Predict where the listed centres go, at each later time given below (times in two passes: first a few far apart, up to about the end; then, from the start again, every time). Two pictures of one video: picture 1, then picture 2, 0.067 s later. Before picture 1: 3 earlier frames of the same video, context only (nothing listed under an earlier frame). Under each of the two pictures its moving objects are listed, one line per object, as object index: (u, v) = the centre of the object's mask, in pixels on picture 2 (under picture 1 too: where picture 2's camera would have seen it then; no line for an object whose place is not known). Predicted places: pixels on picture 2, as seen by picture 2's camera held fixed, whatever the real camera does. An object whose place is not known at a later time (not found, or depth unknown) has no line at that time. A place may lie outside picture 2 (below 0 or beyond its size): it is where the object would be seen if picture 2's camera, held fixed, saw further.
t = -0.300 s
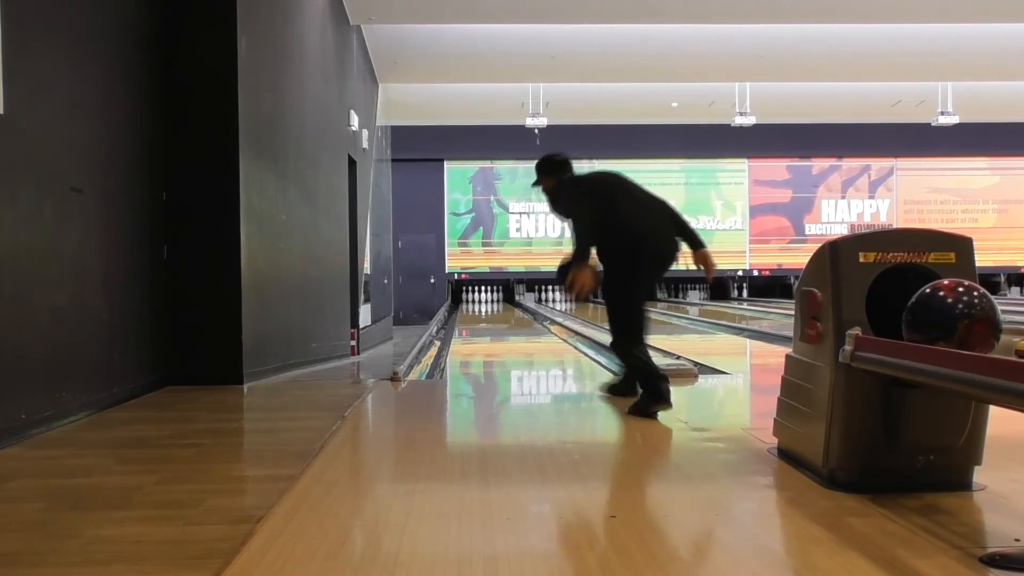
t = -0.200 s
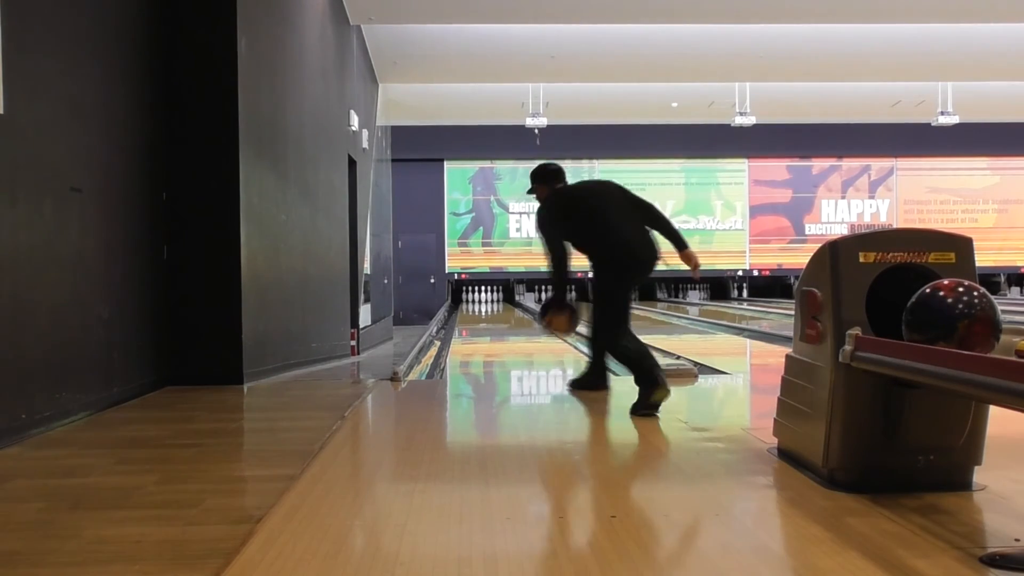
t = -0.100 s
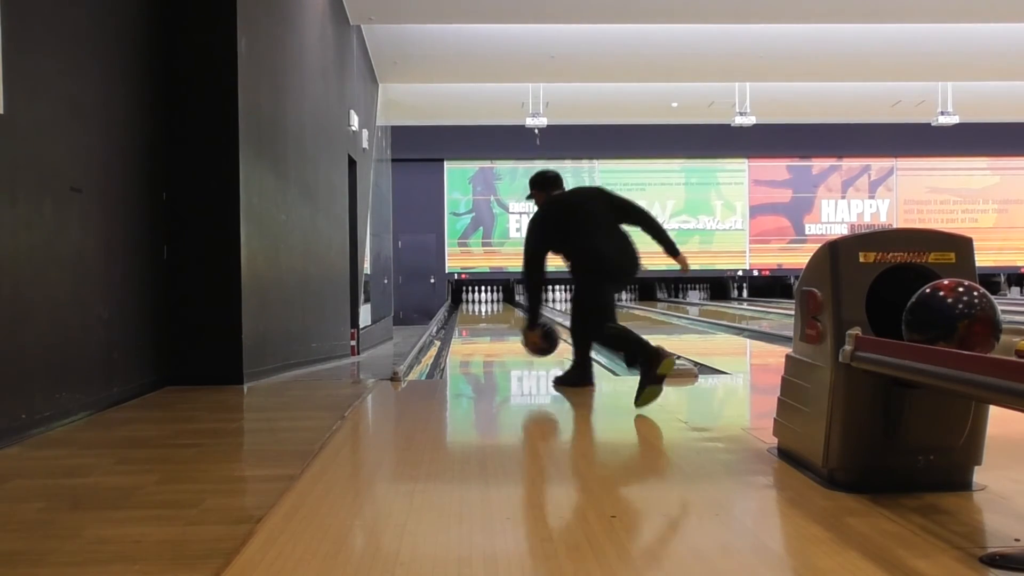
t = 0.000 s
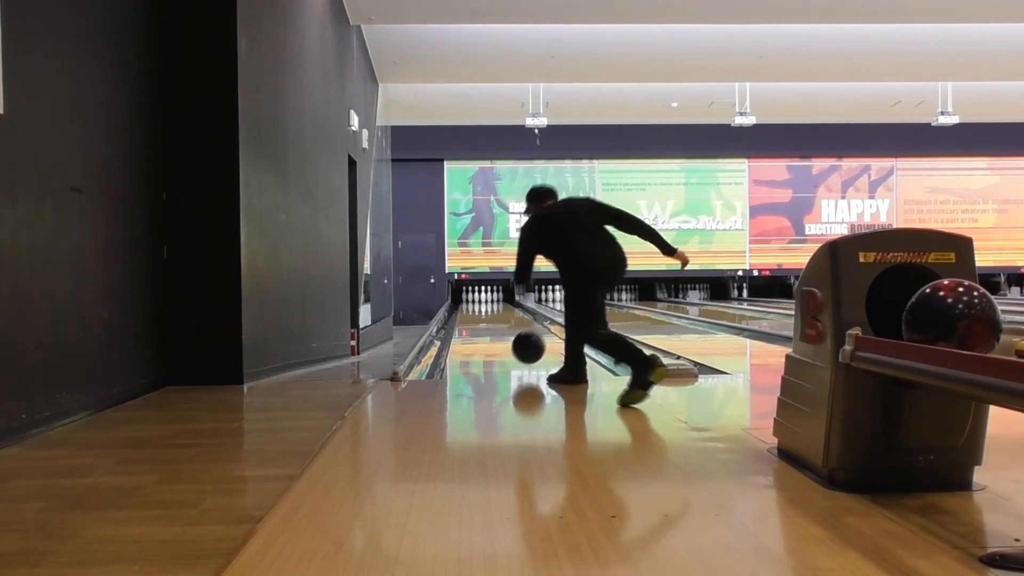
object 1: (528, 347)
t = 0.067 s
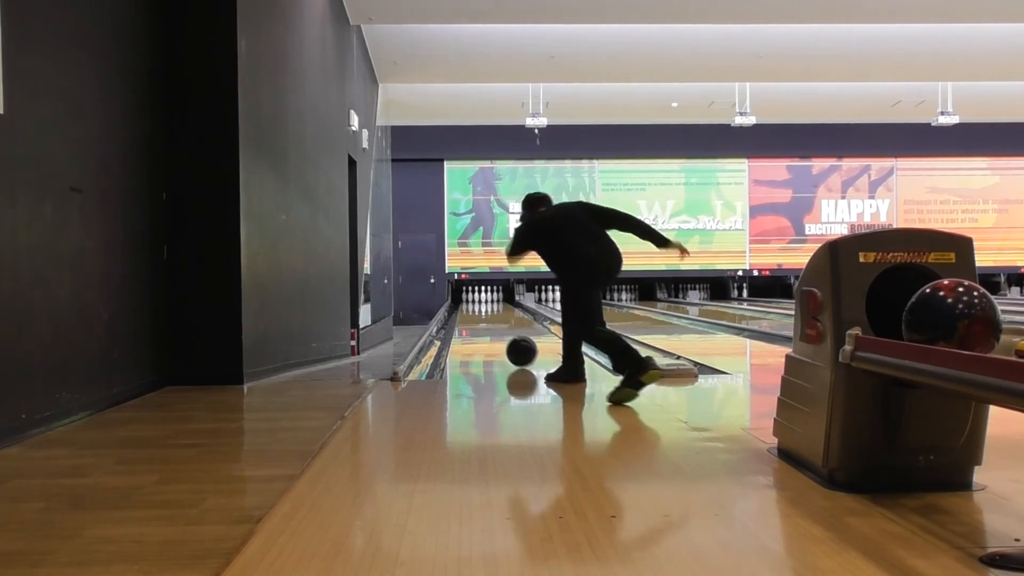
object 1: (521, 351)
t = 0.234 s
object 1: (507, 342)
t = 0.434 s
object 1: (496, 333)
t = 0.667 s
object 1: (488, 325)
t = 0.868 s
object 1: (482, 320)
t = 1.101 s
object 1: (477, 315)
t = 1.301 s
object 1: (473, 312)
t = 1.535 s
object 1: (471, 309)
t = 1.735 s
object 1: (470, 307)
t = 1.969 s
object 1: (469, 304)
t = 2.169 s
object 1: (468, 302)
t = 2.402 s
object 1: (470, 301)
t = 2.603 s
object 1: (473, 300)
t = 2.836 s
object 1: (476, 299)
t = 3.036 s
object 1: (479, 298)
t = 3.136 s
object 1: (480, 298)
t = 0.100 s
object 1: (518, 349)
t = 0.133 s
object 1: (515, 347)
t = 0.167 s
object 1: (512, 345)
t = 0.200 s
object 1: (510, 343)
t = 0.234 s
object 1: (507, 342)
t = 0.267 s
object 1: (505, 340)
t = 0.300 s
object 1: (503, 338)
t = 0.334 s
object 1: (500, 336)
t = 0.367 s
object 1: (500, 335)
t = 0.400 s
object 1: (498, 334)
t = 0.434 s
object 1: (496, 333)
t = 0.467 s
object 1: (495, 332)
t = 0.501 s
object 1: (493, 331)
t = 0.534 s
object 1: (492, 329)
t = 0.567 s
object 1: (491, 328)
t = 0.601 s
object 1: (490, 327)
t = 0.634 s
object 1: (489, 326)
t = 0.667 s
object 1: (488, 325)
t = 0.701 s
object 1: (487, 325)
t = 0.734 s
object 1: (486, 324)
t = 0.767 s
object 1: (485, 323)
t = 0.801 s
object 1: (484, 322)
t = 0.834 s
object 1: (483, 321)
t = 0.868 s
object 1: (482, 320)
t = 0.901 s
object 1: (481, 320)
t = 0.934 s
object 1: (480, 319)
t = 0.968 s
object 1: (480, 318)
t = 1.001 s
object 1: (479, 317)
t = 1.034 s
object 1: (478, 317)
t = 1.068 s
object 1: (478, 316)
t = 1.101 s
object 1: (477, 315)
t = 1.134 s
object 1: (477, 315)
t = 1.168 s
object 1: (476, 314)
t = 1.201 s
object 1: (475, 313)
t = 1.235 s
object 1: (474, 313)
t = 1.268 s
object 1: (474, 312)
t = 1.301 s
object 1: (473, 312)
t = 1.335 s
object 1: (473, 311)
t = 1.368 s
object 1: (473, 311)
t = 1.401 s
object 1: (472, 310)
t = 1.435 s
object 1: (472, 310)
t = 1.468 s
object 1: (472, 309)
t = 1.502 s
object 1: (472, 309)
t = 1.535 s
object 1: (471, 309)
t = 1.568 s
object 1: (471, 308)
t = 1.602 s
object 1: (471, 308)
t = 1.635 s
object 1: (471, 307)
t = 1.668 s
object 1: (470, 307)
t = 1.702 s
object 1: (470, 307)
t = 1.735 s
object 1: (470, 307)
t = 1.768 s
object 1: (470, 306)
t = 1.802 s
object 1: (470, 306)
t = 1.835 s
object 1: (470, 305)
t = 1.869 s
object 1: (470, 305)
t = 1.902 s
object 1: (469, 305)
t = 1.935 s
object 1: (469, 304)
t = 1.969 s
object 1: (469, 304)
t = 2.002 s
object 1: (469, 303)
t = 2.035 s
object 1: (469, 303)
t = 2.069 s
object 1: (468, 303)
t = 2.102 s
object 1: (469, 302)
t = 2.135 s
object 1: (468, 302)
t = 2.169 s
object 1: (468, 302)
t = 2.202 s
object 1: (469, 302)
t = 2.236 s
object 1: (469, 302)
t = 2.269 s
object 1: (468, 301)
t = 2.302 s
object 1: (468, 301)
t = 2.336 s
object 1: (470, 301)
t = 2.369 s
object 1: (470, 301)
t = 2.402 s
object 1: (470, 301)
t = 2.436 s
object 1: (471, 301)
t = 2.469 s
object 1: (471, 300)
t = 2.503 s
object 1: (471, 300)
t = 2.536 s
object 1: (471, 300)
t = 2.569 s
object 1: (472, 300)
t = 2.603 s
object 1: (473, 300)
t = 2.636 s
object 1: (474, 300)
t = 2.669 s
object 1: (474, 300)
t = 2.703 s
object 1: (475, 300)
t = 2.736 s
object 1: (475, 299)
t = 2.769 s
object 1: (476, 299)
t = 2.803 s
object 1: (476, 299)
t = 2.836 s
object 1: (476, 299)
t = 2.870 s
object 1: (477, 299)
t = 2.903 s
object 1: (478, 299)
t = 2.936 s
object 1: (479, 299)
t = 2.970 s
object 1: (479, 299)
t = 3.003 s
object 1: (480, 299)
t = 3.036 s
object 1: (479, 298)
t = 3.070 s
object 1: (480, 298)
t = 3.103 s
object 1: (481, 298)
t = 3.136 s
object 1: (480, 298)
